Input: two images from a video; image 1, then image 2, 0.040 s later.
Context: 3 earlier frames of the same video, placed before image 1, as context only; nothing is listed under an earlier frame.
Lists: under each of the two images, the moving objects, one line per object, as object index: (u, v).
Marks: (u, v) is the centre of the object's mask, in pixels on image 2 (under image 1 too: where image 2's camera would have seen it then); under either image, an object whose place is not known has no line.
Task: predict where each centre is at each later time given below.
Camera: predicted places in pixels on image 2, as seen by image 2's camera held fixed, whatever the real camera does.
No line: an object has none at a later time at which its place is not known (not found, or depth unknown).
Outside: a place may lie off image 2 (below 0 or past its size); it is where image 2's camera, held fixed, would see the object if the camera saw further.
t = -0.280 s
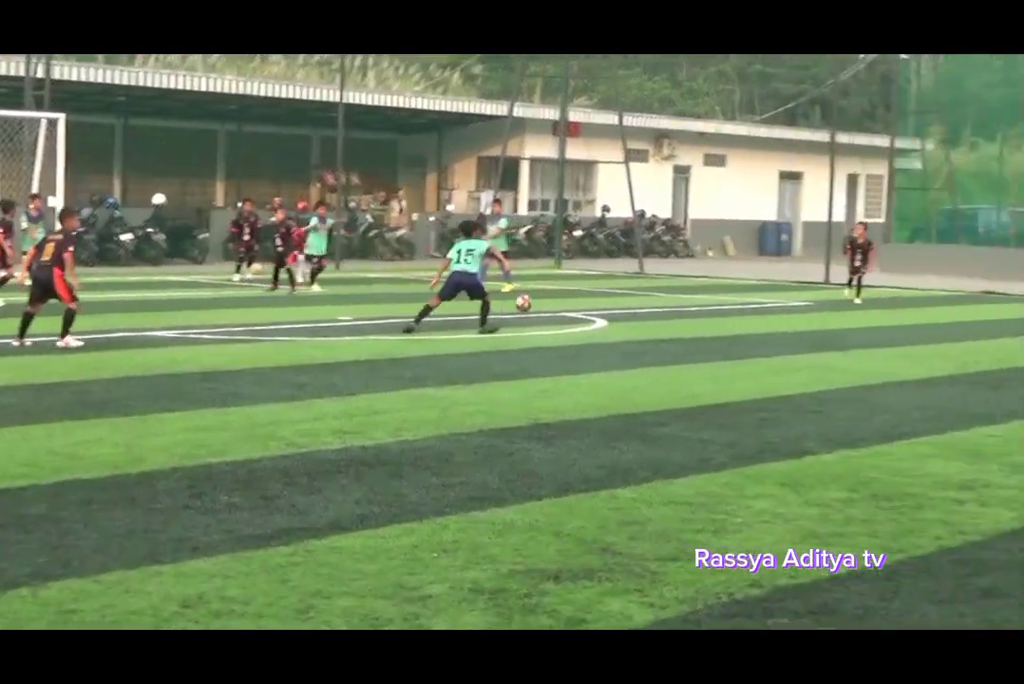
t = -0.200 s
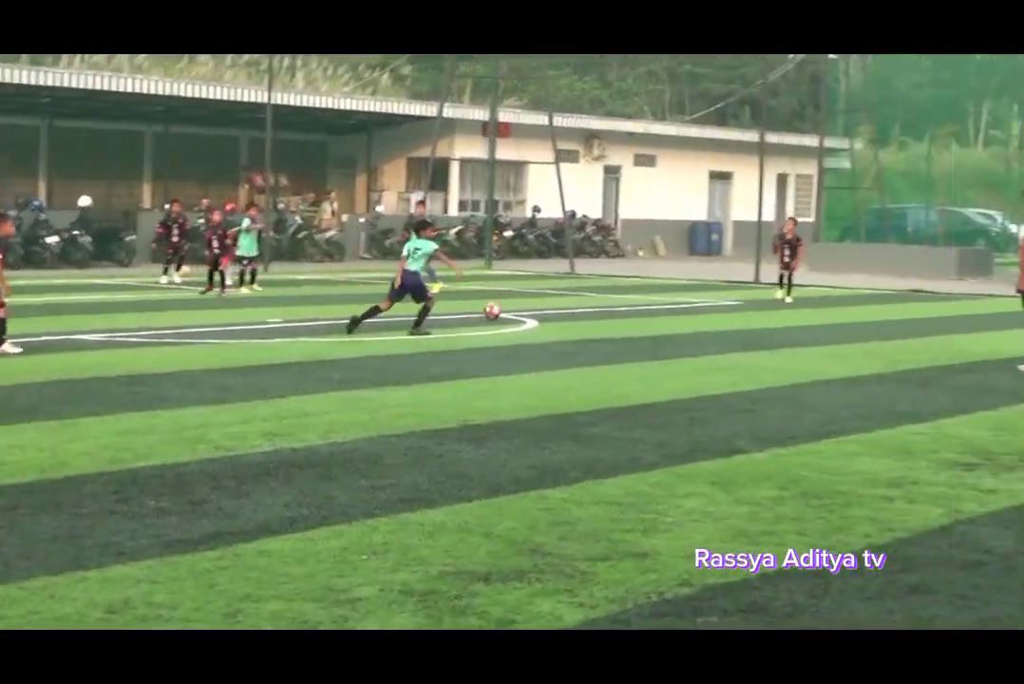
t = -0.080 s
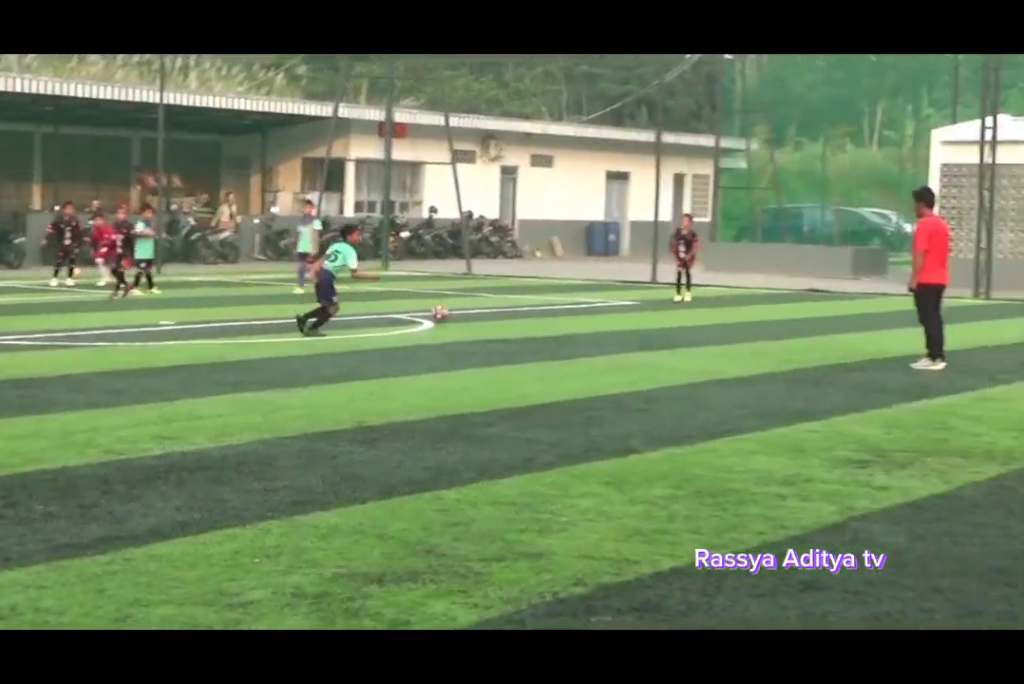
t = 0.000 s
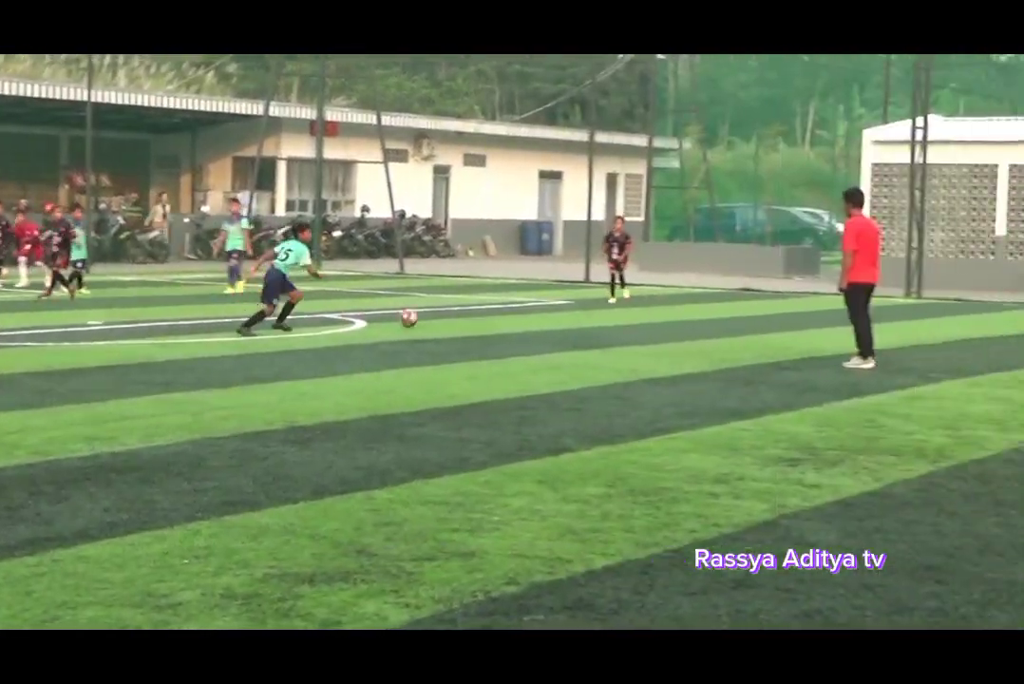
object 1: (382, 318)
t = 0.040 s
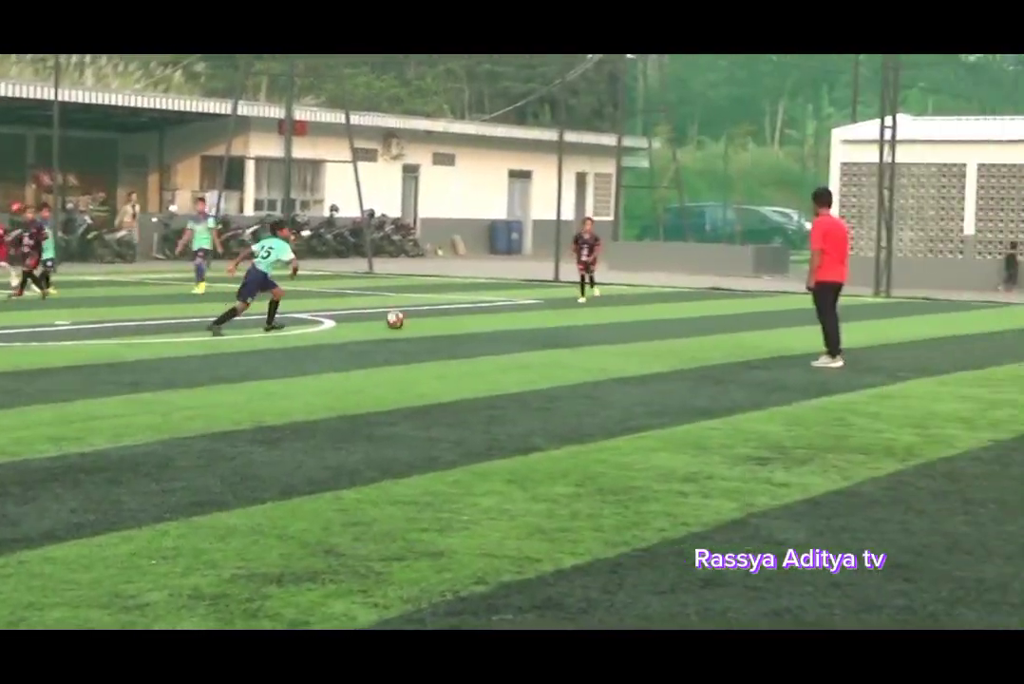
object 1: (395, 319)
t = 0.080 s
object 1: (411, 318)
